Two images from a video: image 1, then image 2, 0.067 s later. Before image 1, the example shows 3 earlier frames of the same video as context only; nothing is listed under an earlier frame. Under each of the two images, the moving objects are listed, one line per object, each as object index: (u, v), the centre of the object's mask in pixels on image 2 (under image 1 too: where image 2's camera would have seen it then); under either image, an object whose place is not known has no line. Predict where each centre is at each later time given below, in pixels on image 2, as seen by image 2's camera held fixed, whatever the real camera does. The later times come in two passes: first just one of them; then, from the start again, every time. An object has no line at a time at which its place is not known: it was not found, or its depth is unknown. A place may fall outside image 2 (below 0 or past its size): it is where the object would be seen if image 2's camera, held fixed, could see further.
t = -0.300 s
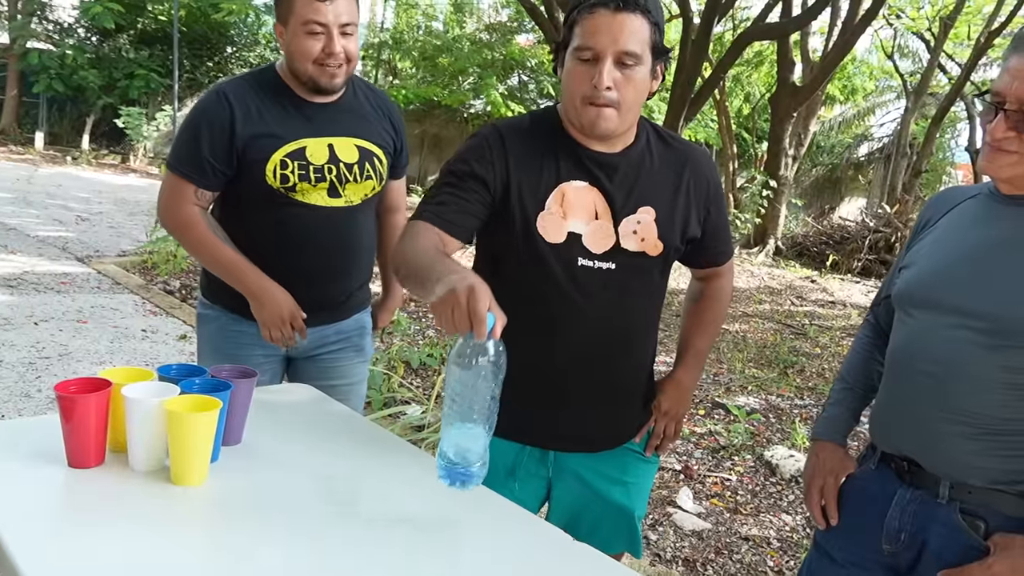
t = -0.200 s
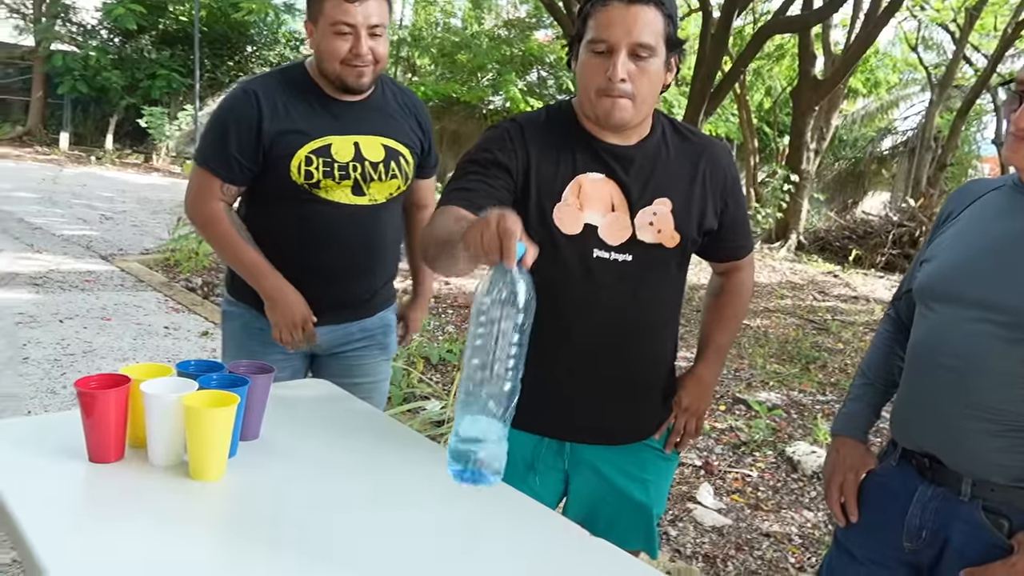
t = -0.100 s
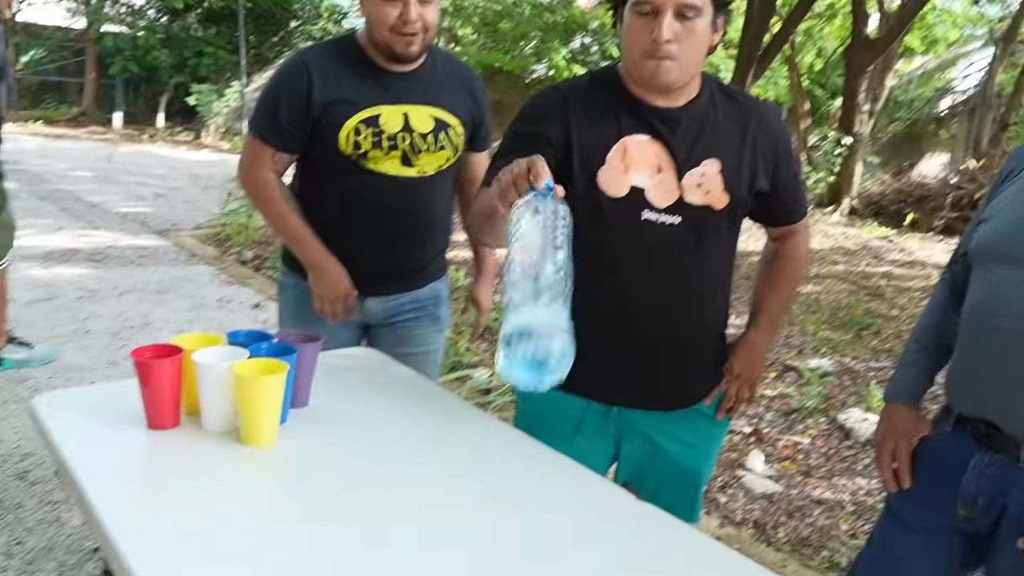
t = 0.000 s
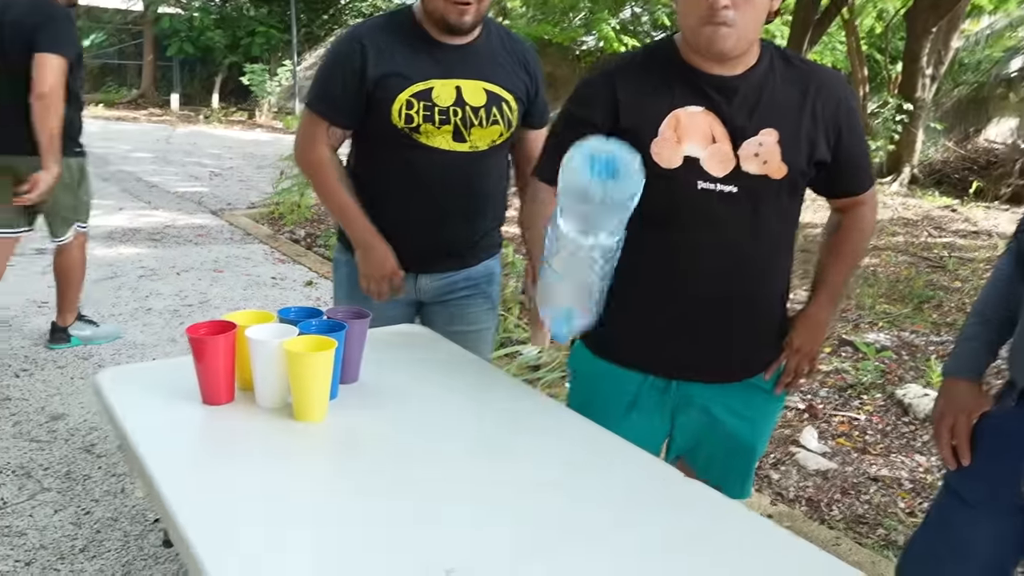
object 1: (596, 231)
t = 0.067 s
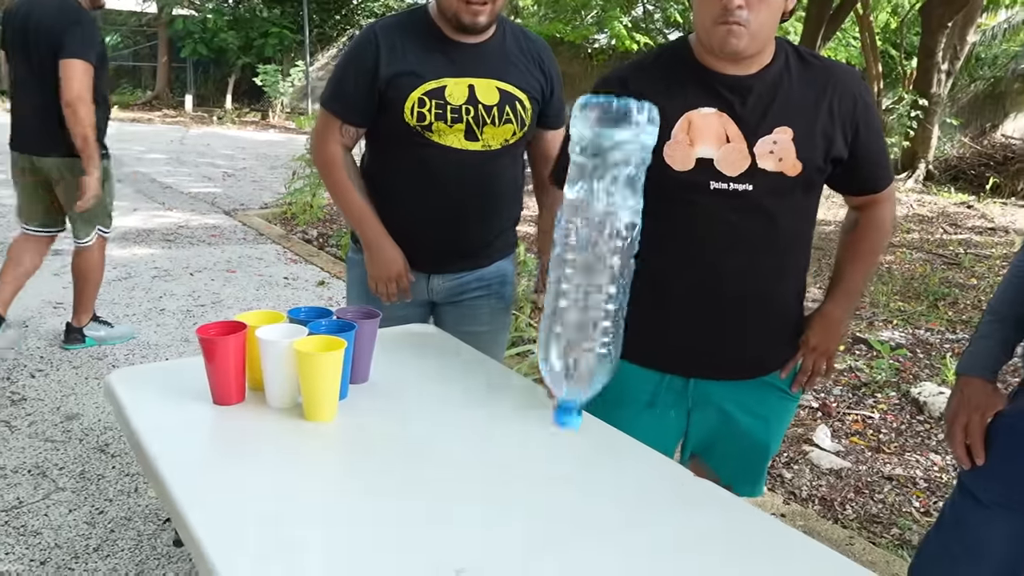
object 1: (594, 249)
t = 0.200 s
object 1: (593, 233)
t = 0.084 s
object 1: (594, 249)
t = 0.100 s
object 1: (594, 248)
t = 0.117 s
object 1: (594, 248)
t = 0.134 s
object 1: (594, 245)
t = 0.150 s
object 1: (594, 242)
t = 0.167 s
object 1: (595, 237)
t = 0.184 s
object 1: (594, 233)
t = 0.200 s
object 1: (593, 233)
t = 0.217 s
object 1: (590, 234)
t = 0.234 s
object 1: (591, 233)
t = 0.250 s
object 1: (591, 247)
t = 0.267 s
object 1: (588, 264)
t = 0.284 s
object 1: (585, 287)
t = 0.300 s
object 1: (582, 311)
